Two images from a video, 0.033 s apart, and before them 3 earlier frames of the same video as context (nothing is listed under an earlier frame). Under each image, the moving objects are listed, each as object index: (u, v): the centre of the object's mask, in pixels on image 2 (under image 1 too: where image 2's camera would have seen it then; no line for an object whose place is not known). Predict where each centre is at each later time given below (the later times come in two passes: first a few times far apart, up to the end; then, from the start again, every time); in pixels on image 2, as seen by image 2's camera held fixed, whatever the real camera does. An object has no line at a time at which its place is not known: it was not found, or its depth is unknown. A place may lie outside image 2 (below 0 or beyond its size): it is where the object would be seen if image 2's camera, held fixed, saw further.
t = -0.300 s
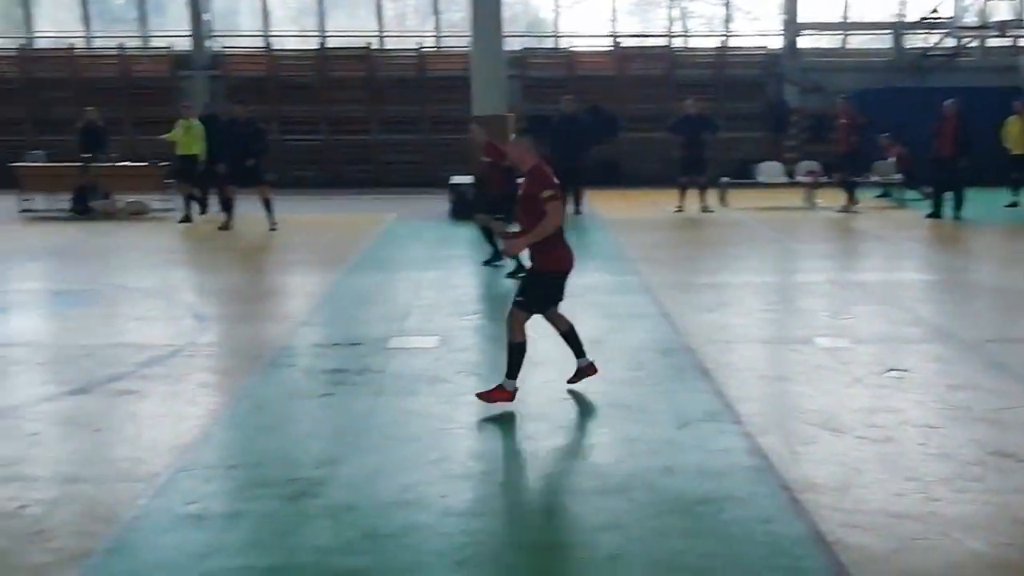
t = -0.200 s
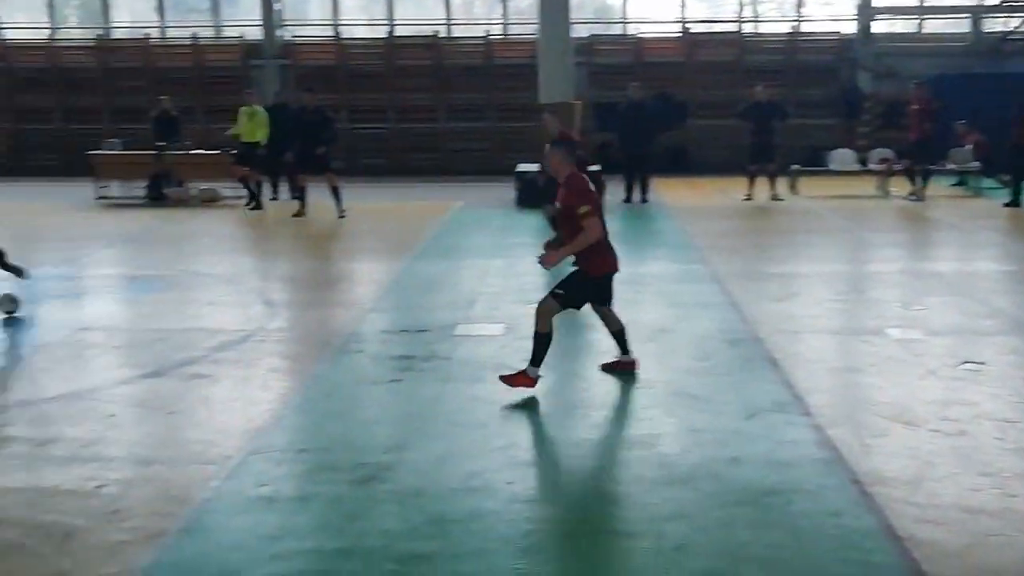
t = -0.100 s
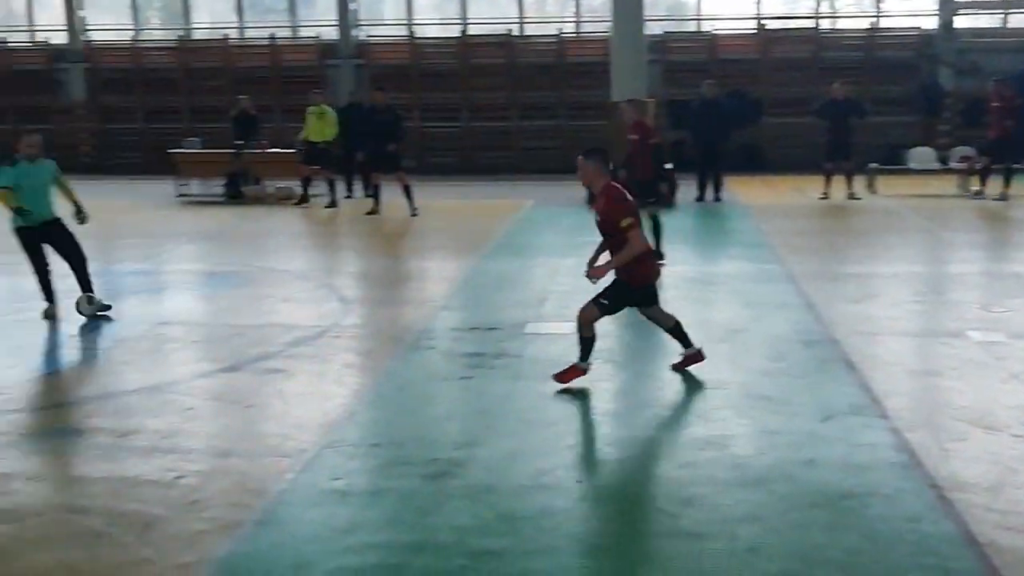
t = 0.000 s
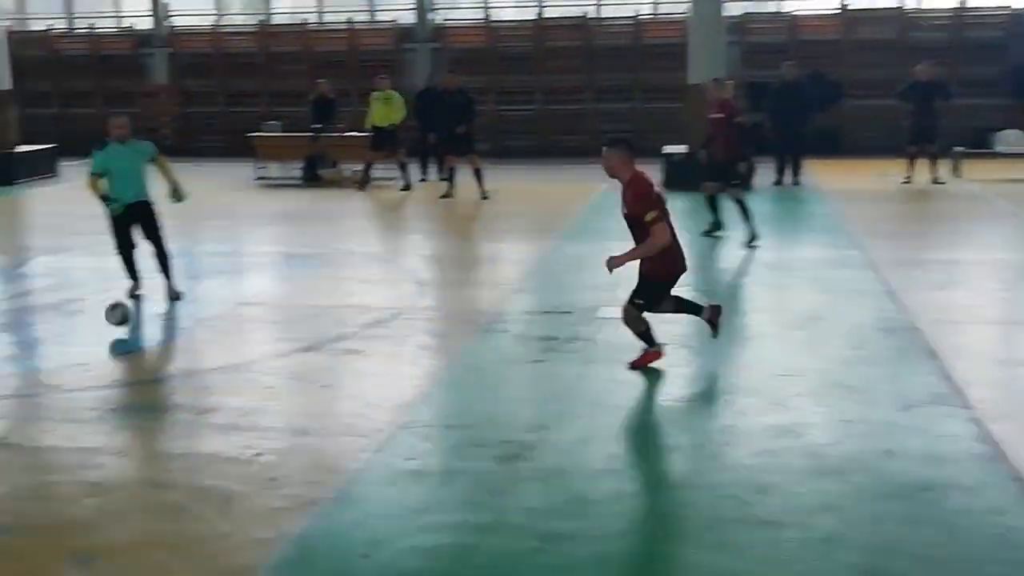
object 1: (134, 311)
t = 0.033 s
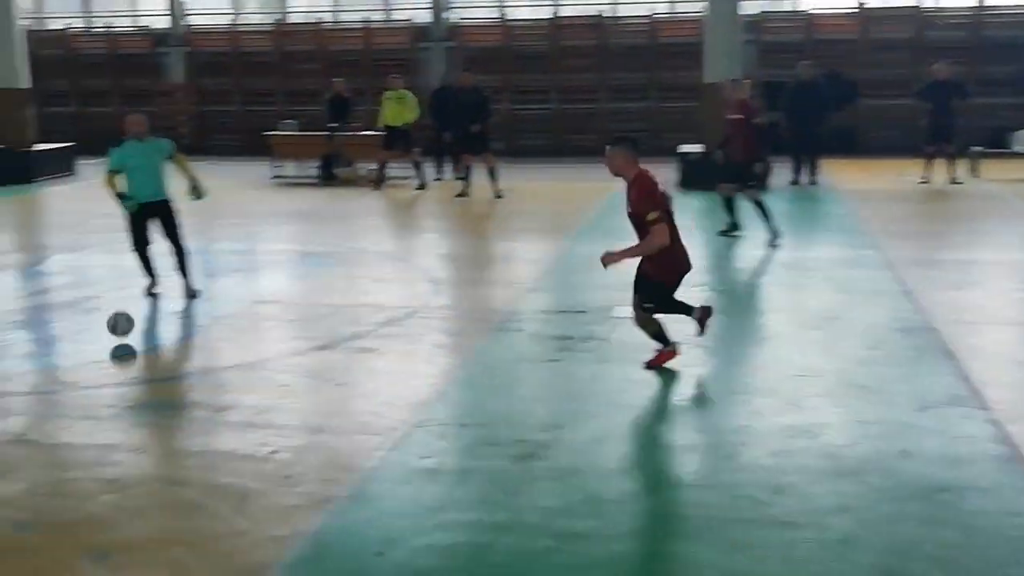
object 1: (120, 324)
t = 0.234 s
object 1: (18, 392)
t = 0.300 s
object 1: (-21, 417)
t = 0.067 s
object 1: (104, 338)
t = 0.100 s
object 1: (88, 345)
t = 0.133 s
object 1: (72, 354)
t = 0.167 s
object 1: (55, 365)
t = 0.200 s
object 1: (36, 381)
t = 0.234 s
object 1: (18, 392)
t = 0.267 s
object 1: (-1, 405)
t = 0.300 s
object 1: (-21, 417)
